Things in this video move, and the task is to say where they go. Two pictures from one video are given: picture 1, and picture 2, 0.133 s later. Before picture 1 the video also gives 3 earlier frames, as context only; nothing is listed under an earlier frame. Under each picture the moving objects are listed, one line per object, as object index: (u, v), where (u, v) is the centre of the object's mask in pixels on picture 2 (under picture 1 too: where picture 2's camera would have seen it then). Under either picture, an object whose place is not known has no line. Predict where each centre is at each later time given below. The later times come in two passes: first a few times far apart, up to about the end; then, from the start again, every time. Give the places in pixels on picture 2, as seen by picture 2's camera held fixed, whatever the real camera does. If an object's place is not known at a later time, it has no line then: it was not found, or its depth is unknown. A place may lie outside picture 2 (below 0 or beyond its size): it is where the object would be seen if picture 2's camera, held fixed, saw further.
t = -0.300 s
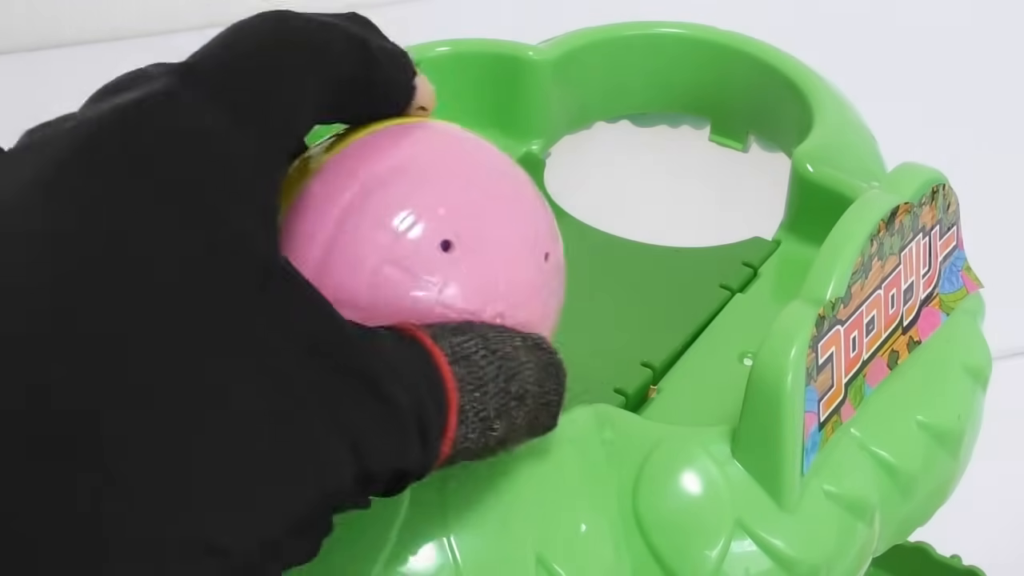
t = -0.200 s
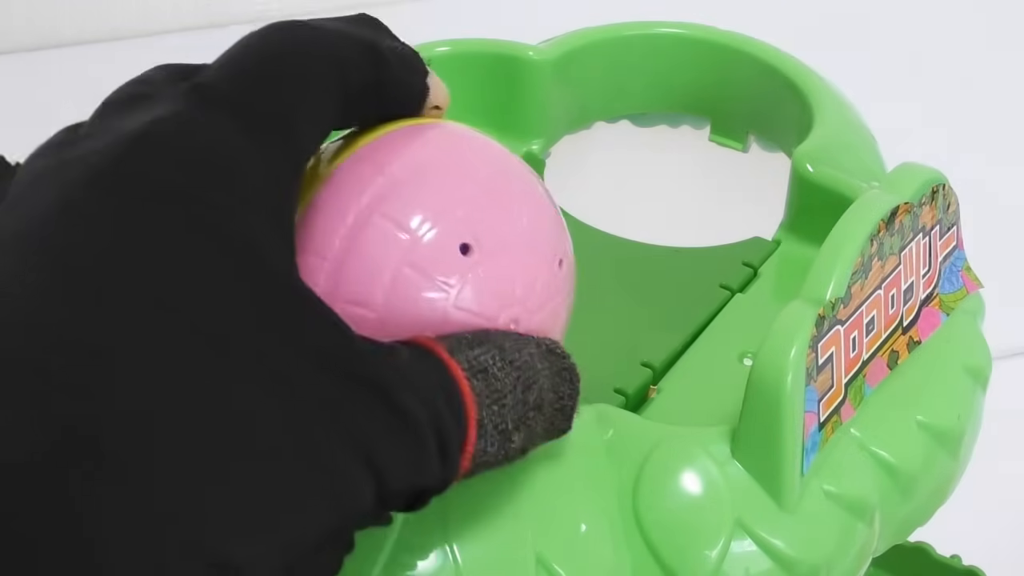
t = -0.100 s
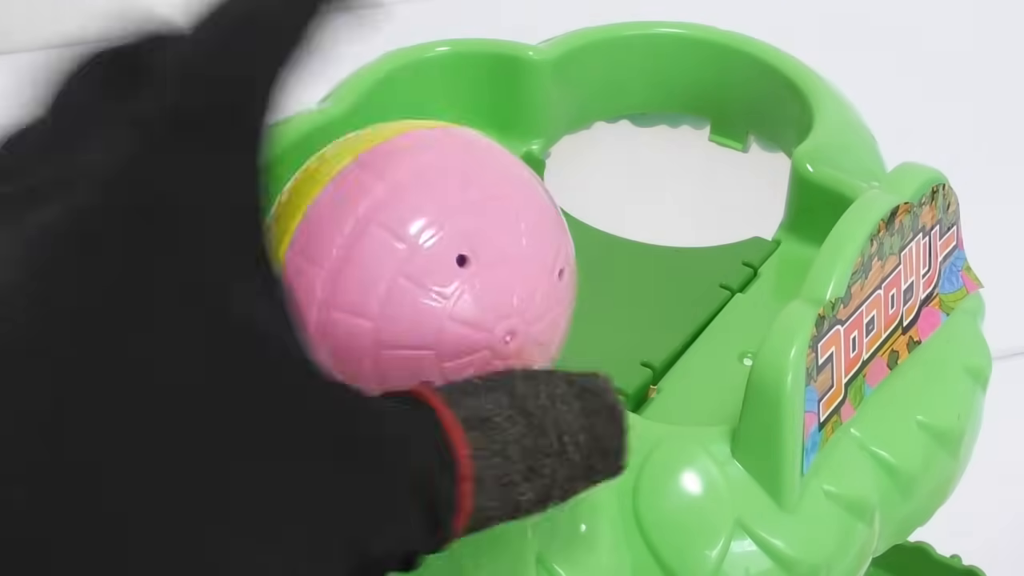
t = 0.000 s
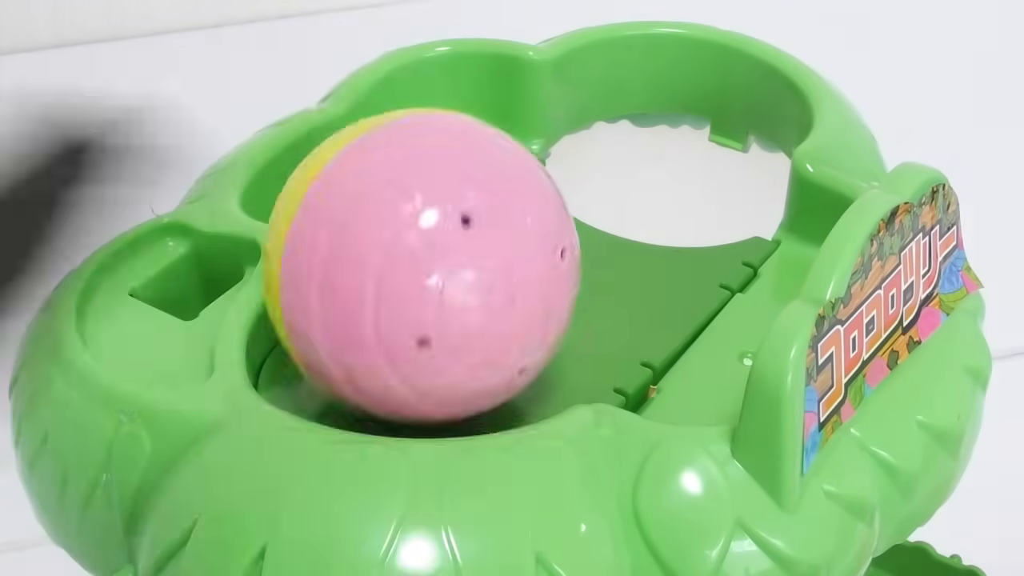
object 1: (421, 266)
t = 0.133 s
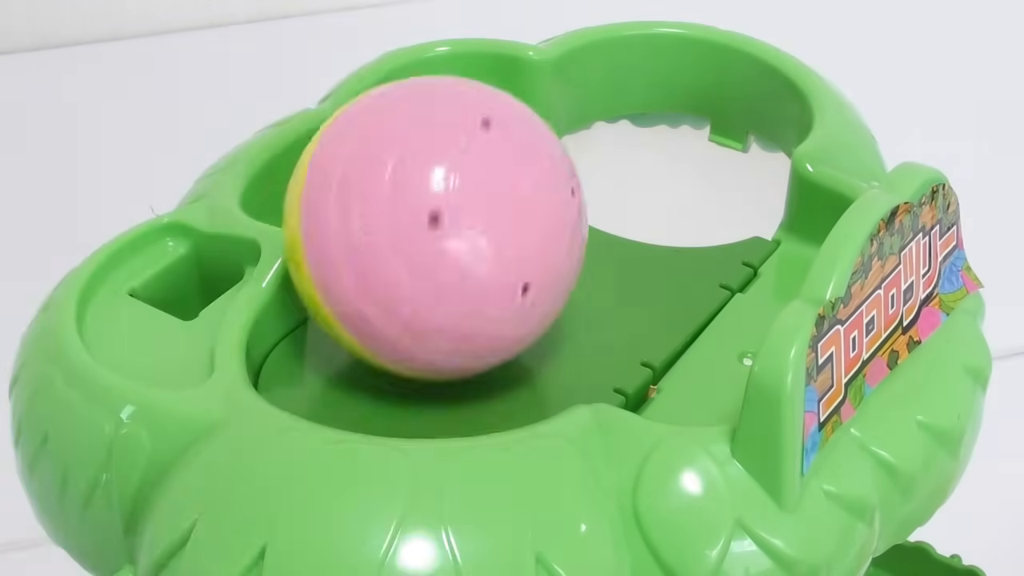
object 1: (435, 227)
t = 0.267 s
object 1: (468, 173)
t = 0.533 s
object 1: (575, 105)
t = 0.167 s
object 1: (440, 215)
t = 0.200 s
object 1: (447, 201)
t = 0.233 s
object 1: (457, 187)
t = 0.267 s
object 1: (468, 173)
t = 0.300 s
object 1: (480, 159)
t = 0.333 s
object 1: (493, 144)
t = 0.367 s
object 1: (504, 129)
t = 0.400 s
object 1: (516, 117)
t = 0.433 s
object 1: (530, 106)
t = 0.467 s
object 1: (542, 105)
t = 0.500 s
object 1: (558, 106)
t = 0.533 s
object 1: (575, 105)
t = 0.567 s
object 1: (594, 105)
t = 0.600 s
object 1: (617, 105)
